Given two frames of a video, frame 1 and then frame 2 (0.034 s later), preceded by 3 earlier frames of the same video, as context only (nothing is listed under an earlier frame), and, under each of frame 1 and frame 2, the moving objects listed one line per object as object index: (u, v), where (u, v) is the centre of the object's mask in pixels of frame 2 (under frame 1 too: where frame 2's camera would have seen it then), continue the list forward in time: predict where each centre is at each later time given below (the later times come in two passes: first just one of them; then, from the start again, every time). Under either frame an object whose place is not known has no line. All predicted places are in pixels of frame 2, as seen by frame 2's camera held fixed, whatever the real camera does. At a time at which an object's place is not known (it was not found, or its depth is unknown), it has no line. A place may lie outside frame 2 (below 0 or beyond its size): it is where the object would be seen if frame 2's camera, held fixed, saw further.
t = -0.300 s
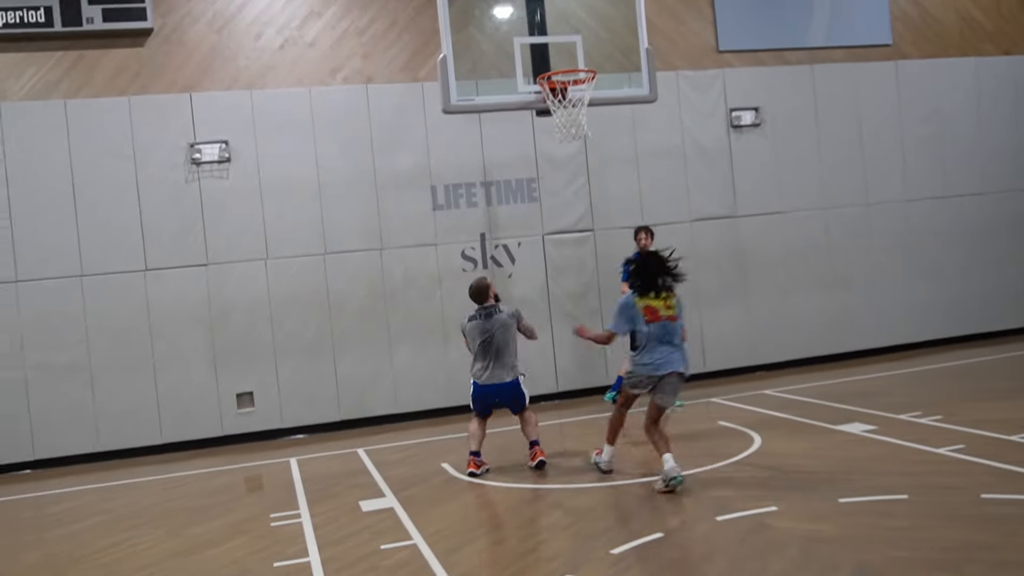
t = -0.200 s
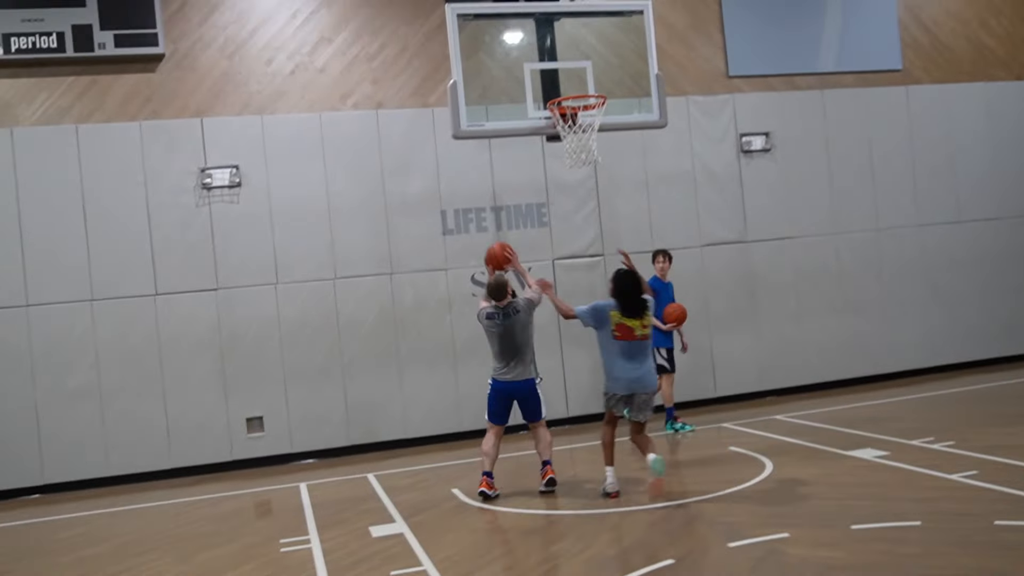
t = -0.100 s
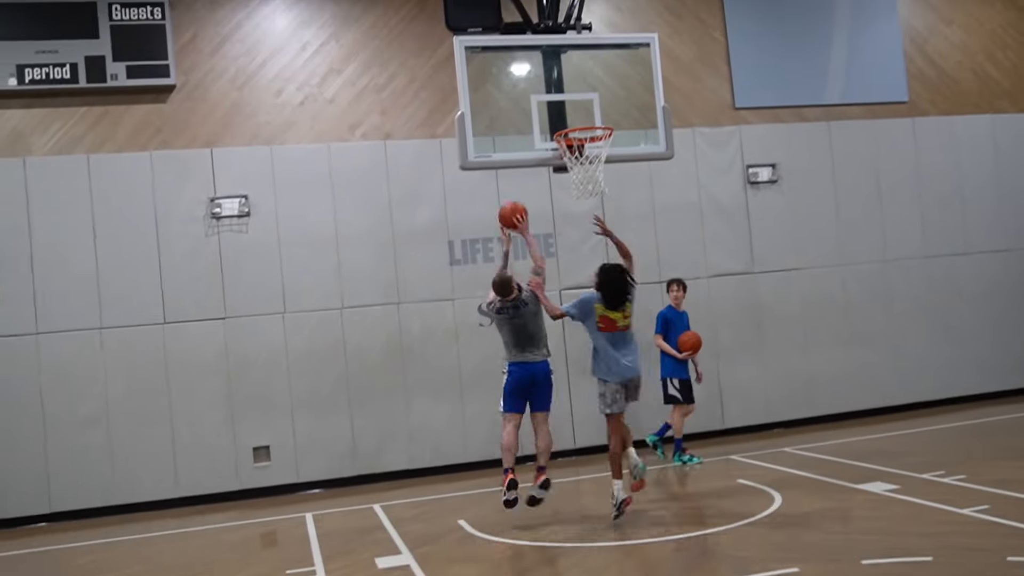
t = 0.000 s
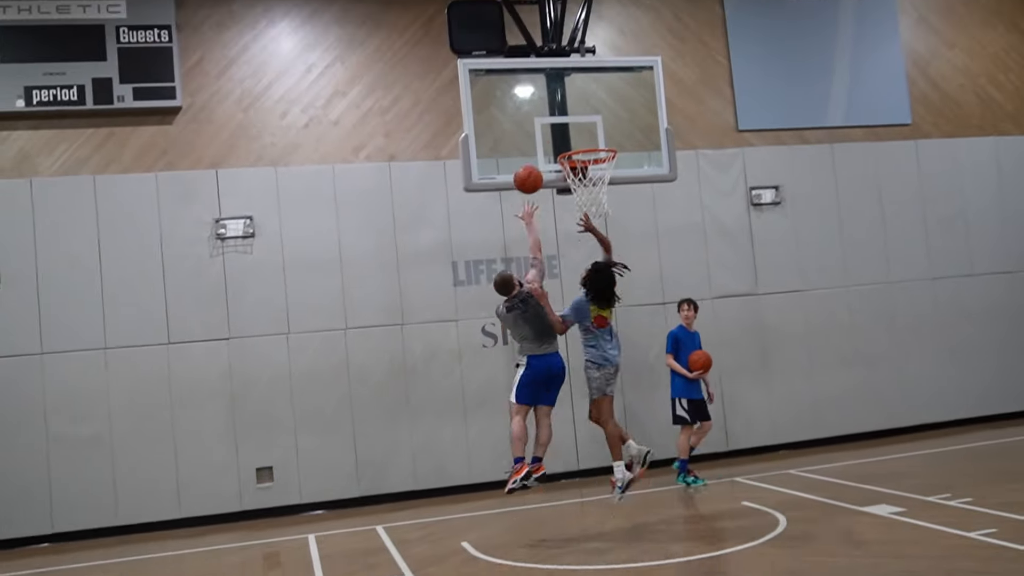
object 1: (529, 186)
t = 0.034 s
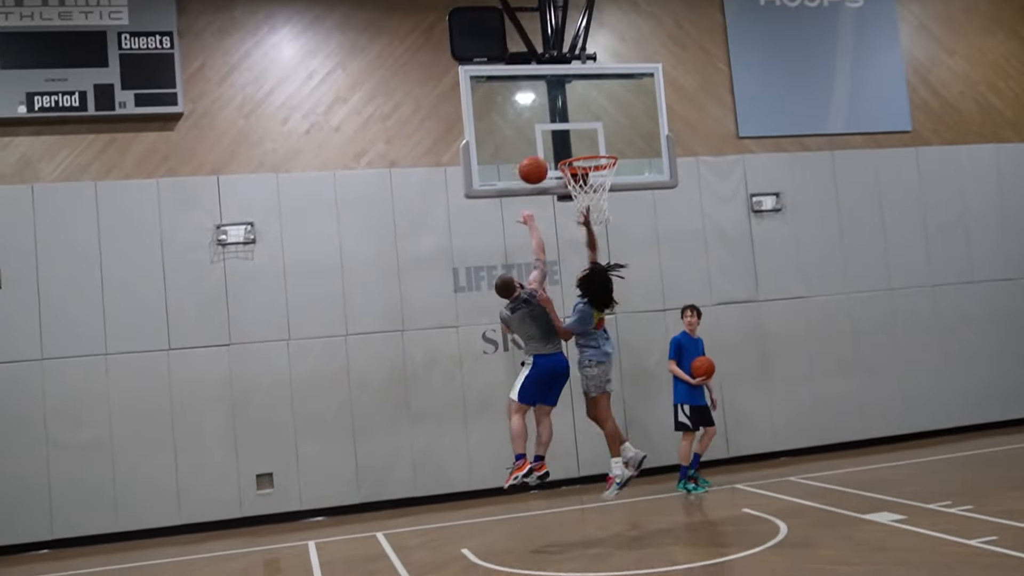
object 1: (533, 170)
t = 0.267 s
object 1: (563, 99)
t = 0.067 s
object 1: (537, 156)
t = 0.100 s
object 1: (541, 143)
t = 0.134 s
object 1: (545, 132)
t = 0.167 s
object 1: (548, 122)
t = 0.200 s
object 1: (554, 113)
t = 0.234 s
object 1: (558, 106)
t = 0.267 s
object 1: (563, 99)
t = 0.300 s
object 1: (568, 94)
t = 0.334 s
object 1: (572, 92)
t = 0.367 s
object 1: (576, 92)
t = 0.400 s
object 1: (580, 94)
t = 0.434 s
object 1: (584, 97)
